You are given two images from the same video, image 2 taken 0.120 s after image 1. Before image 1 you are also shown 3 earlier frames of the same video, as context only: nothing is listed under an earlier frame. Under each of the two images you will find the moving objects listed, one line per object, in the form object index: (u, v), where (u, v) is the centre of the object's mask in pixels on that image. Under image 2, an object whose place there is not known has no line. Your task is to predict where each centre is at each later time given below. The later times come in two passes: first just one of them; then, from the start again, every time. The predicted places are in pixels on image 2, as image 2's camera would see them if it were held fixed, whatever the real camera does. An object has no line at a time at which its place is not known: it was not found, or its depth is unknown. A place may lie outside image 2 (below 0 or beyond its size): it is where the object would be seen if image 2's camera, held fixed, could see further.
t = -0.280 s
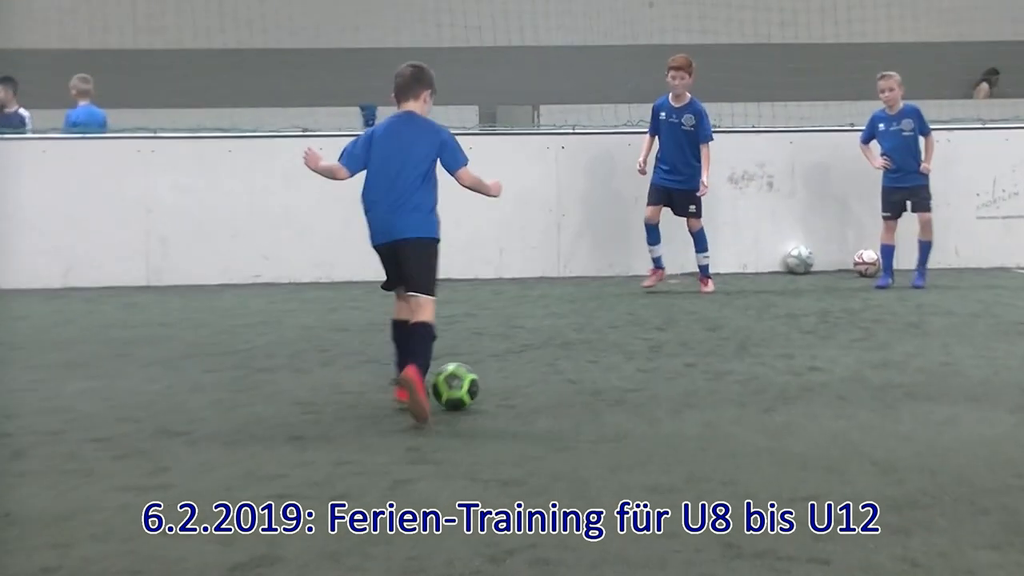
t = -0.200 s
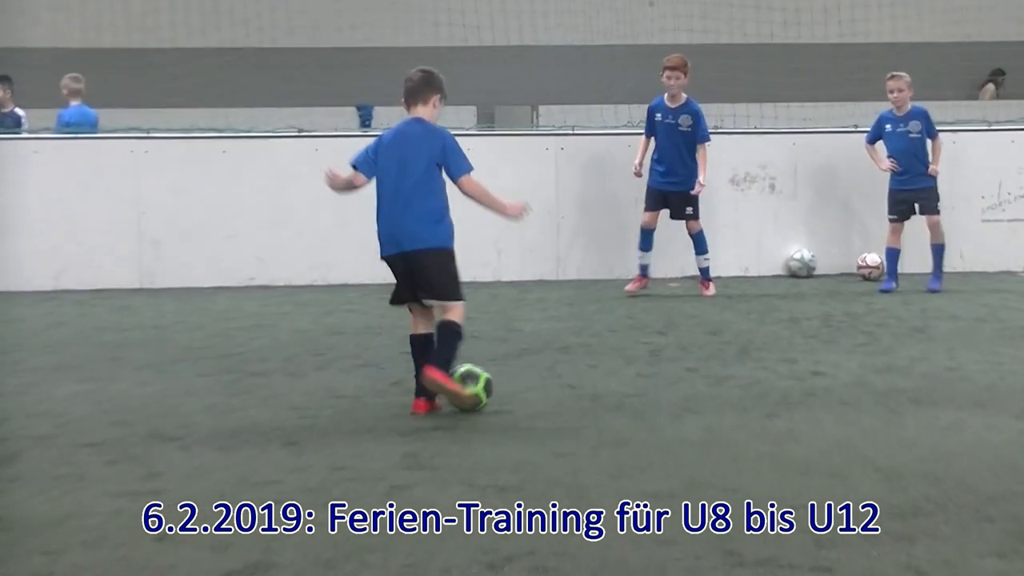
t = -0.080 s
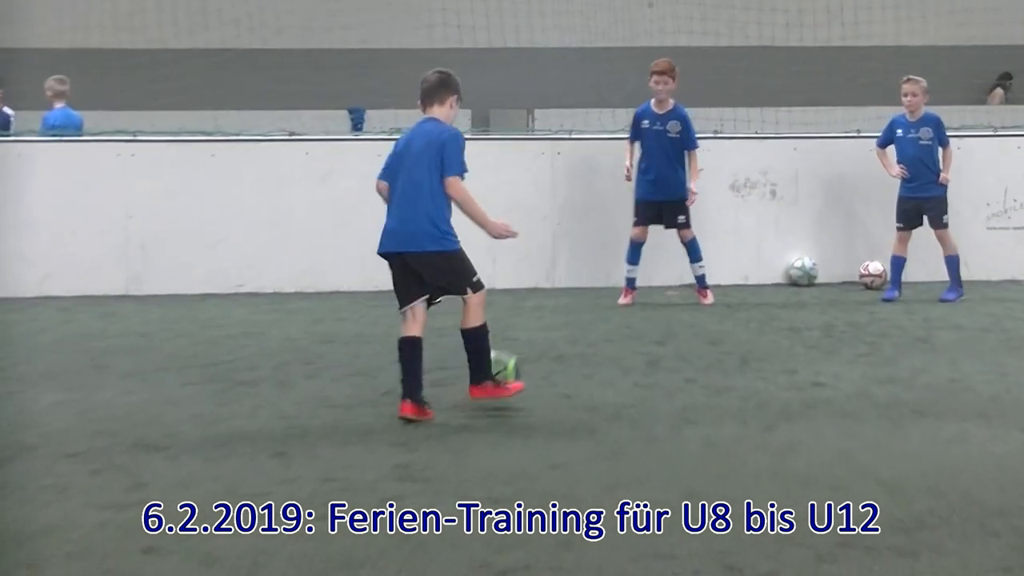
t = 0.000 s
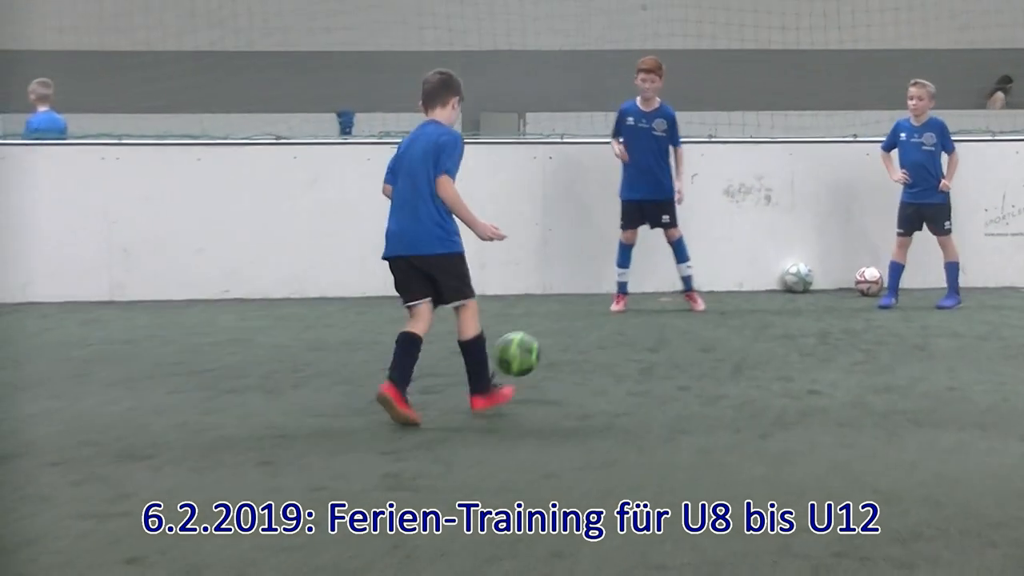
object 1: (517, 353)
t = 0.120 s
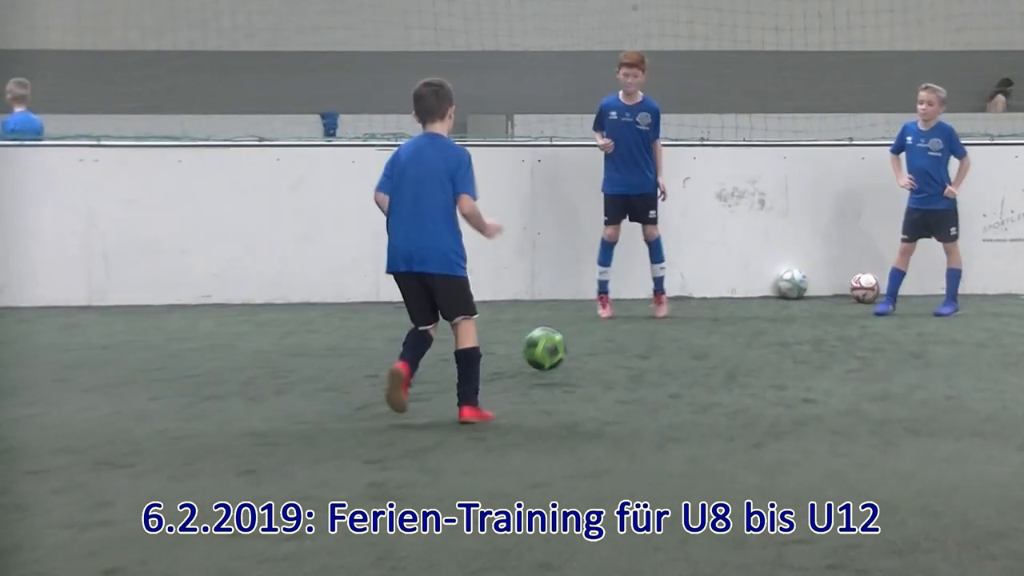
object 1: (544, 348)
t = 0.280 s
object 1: (582, 330)
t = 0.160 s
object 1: (554, 353)
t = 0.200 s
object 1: (565, 347)
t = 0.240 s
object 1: (573, 337)
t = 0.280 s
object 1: (582, 330)
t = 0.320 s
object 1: (589, 325)
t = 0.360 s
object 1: (597, 325)
